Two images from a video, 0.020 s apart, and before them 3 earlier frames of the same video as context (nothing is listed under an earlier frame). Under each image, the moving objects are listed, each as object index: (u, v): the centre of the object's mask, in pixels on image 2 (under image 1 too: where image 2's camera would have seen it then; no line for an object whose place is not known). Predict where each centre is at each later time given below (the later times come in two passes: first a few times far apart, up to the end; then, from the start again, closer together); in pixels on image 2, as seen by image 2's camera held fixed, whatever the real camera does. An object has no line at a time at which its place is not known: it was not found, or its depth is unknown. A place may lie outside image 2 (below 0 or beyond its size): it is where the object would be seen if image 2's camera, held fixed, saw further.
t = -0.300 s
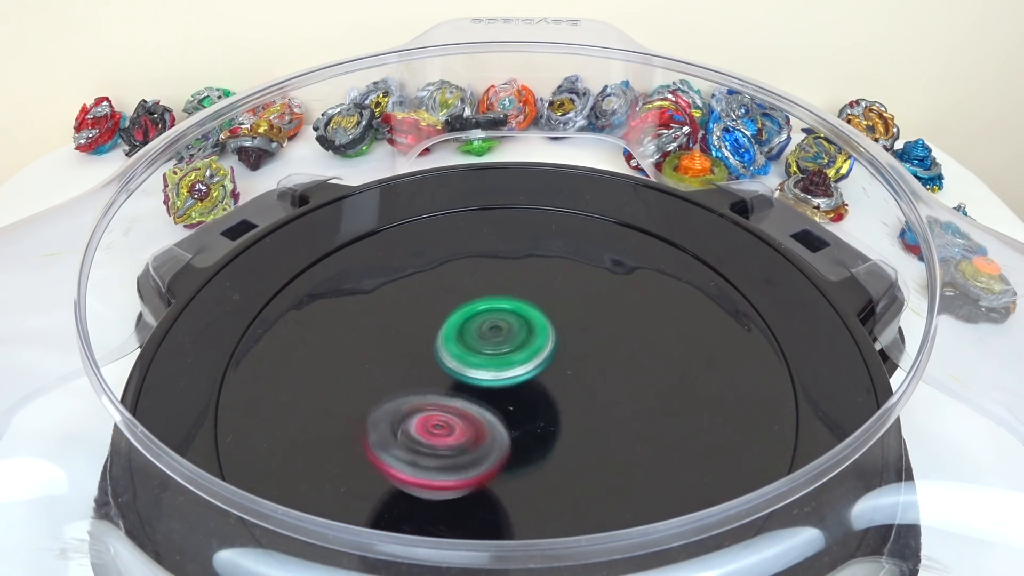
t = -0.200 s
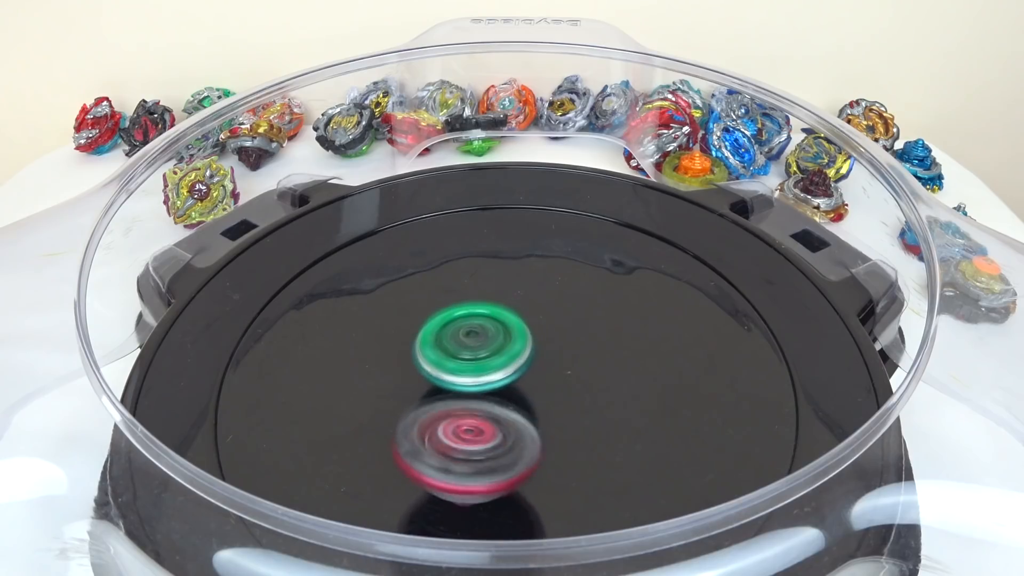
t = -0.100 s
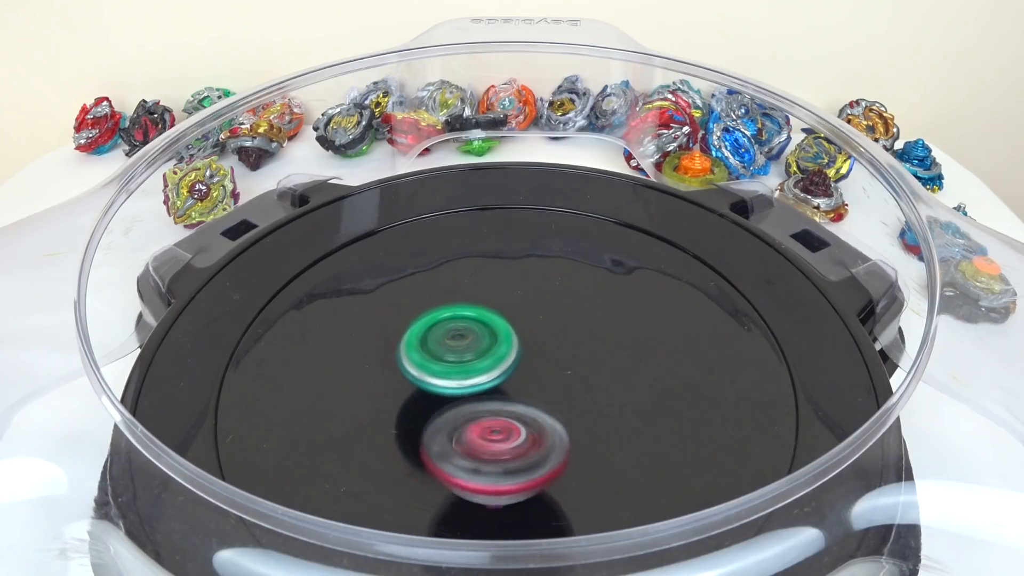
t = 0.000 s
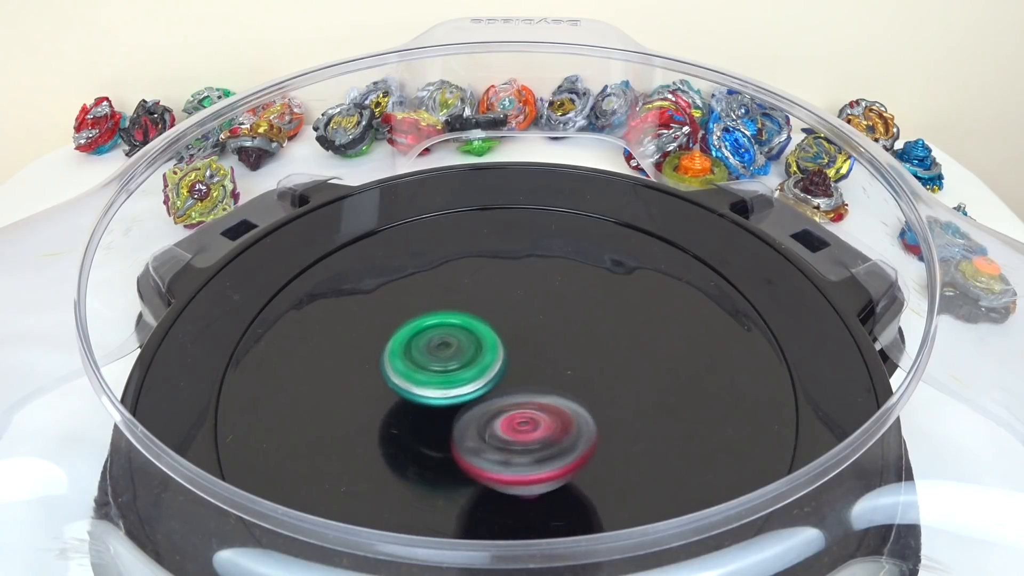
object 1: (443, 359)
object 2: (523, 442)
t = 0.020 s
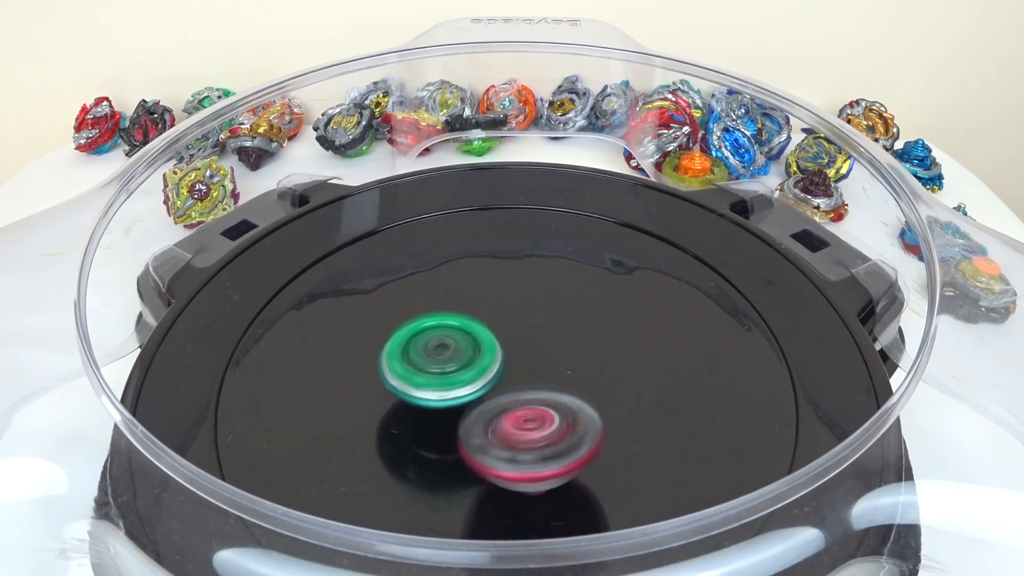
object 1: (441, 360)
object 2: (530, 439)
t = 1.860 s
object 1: (568, 373)
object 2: (422, 347)
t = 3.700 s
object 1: (491, 314)
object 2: (470, 418)
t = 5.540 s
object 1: (544, 337)
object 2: (428, 375)
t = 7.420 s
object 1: (449, 445)
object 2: (523, 250)
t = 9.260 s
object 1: (455, 375)
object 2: (587, 363)
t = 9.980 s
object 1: (432, 354)
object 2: (562, 325)
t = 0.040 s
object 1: (439, 362)
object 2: (535, 436)
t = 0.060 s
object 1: (438, 364)
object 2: (540, 433)
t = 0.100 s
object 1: (436, 368)
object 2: (550, 425)
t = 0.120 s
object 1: (435, 369)
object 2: (554, 422)
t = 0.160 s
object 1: (435, 373)
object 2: (562, 412)
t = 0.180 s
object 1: (435, 375)
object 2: (566, 408)
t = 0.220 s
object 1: (436, 379)
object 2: (572, 397)
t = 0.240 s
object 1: (437, 380)
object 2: (574, 392)
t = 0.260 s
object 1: (438, 382)
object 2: (577, 386)
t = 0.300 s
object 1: (442, 384)
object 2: (580, 377)
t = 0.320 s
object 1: (443, 385)
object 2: (582, 371)
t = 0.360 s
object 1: (447, 386)
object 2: (585, 362)
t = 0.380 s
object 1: (450, 386)
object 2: (586, 356)
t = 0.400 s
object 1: (453, 386)
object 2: (586, 352)
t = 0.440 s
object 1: (458, 386)
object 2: (586, 342)
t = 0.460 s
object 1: (460, 385)
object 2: (586, 337)
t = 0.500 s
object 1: (466, 385)
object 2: (584, 328)
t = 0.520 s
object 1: (469, 384)
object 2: (583, 324)
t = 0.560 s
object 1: (475, 381)
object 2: (579, 316)
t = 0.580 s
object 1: (478, 380)
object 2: (578, 311)
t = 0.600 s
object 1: (480, 378)
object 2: (576, 307)
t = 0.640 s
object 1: (485, 375)
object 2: (571, 300)
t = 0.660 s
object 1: (488, 373)
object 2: (569, 297)
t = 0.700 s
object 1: (492, 369)
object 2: (563, 290)
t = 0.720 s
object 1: (494, 367)
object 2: (559, 288)
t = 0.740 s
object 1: (496, 365)
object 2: (555, 285)
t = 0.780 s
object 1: (496, 363)
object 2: (549, 278)
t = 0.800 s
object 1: (494, 365)
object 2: (547, 273)
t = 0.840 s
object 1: (491, 368)
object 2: (542, 265)
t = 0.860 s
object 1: (491, 369)
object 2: (540, 262)
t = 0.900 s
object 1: (492, 371)
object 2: (534, 257)
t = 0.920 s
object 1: (493, 371)
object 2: (532, 254)
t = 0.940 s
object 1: (495, 371)
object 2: (529, 252)
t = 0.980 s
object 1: (498, 369)
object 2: (523, 249)
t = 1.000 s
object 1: (500, 367)
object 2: (521, 248)
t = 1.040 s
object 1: (503, 365)
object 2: (515, 248)
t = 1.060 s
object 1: (504, 363)
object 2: (512, 249)
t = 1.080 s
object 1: (505, 362)
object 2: (509, 250)
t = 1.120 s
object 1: (507, 359)
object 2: (504, 254)
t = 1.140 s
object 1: (508, 357)
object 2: (502, 256)
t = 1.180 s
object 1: (509, 353)
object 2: (496, 261)
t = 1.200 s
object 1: (509, 352)
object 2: (494, 264)
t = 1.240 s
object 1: (511, 358)
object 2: (487, 262)
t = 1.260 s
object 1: (513, 363)
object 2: (483, 262)
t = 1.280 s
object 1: (515, 367)
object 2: (479, 261)
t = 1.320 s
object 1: (520, 371)
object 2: (473, 266)
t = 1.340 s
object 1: (522, 372)
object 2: (471, 267)
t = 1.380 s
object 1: (527, 373)
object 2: (466, 274)
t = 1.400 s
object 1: (528, 372)
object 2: (466, 278)
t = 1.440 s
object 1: (532, 371)
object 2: (464, 285)
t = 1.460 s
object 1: (533, 370)
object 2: (464, 289)
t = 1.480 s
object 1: (534, 369)
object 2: (462, 292)
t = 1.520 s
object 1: (538, 369)
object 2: (459, 297)
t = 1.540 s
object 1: (540, 370)
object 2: (456, 298)
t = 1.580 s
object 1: (543, 370)
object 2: (450, 305)
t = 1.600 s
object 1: (545, 370)
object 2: (449, 309)
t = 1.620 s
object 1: (546, 369)
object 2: (446, 313)
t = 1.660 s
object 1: (553, 371)
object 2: (440, 317)
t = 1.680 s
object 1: (556, 372)
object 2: (436, 319)
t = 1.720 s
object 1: (559, 374)
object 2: (432, 326)
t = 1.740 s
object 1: (559, 373)
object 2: (430, 329)
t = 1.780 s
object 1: (558, 372)
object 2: (431, 337)
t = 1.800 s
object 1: (558, 372)
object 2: (431, 340)
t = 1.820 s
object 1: (557, 372)
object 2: (432, 345)
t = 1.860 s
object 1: (568, 373)
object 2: (422, 347)
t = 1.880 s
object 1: (573, 373)
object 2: (418, 349)
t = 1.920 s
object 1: (580, 371)
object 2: (416, 355)
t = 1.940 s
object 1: (582, 370)
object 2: (415, 357)
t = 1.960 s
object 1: (583, 370)
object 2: (417, 361)
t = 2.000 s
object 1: (585, 367)
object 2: (421, 366)
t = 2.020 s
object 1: (584, 366)
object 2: (424, 369)
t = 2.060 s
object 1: (582, 364)
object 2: (430, 373)
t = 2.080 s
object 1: (581, 364)
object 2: (433, 374)
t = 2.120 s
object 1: (578, 362)
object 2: (441, 378)
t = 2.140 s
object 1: (576, 361)
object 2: (444, 379)
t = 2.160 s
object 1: (580, 359)
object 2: (441, 380)
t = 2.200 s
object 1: (594, 356)
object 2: (428, 382)
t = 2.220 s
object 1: (599, 354)
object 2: (425, 383)
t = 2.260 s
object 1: (603, 350)
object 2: (425, 385)
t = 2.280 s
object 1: (604, 348)
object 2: (426, 385)
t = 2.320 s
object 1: (601, 344)
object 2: (431, 385)
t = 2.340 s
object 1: (599, 342)
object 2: (435, 385)
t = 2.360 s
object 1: (596, 340)
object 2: (439, 384)
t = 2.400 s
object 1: (589, 337)
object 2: (448, 382)
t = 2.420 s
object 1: (585, 335)
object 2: (451, 382)
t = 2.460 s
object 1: (576, 332)
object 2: (460, 379)
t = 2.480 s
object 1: (573, 331)
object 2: (462, 380)
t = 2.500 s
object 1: (572, 328)
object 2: (462, 379)
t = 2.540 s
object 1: (570, 322)
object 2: (462, 380)
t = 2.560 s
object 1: (573, 317)
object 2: (456, 384)
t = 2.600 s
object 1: (573, 309)
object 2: (450, 387)
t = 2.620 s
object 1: (572, 305)
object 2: (450, 387)
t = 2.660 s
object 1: (566, 299)
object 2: (451, 386)
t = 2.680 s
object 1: (563, 298)
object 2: (453, 385)
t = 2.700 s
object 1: (558, 297)
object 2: (454, 384)
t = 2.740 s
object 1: (551, 294)
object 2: (459, 380)
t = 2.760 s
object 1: (546, 294)
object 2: (462, 378)
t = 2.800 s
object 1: (538, 294)
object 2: (466, 373)
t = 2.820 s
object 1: (534, 293)
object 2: (468, 370)
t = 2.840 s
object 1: (530, 292)
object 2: (468, 371)
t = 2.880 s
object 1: (529, 284)
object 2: (460, 377)
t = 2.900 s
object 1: (527, 283)
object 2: (457, 379)
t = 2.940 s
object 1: (522, 281)
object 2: (455, 381)
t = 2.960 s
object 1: (519, 281)
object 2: (455, 381)
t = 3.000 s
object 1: (513, 282)
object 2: (454, 379)
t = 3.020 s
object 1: (511, 284)
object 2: (454, 378)
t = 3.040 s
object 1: (508, 286)
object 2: (455, 376)
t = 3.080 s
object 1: (503, 291)
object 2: (456, 372)
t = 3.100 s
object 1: (502, 291)
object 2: (457, 373)
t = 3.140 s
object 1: (500, 292)
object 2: (455, 374)
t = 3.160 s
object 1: (500, 292)
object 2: (454, 376)
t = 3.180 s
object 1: (499, 291)
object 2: (453, 379)
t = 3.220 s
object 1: (497, 291)
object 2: (451, 382)
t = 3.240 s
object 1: (496, 290)
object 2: (452, 383)
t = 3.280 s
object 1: (492, 293)
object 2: (453, 384)
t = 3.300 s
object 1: (491, 294)
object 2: (453, 384)
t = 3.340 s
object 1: (488, 297)
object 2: (455, 384)
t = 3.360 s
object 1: (488, 299)
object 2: (456, 385)
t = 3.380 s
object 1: (489, 300)
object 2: (456, 387)
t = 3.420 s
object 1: (487, 302)
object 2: (457, 391)
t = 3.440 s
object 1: (487, 304)
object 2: (458, 392)
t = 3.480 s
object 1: (487, 306)
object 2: (460, 394)
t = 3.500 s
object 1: (487, 308)
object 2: (462, 396)
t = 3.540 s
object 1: (487, 310)
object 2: (465, 400)
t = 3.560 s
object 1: (487, 311)
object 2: (465, 402)
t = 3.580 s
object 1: (487, 312)
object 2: (466, 404)
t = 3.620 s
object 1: (487, 315)
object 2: (469, 405)
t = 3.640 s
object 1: (488, 315)
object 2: (469, 410)
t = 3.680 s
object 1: (490, 314)
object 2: (470, 415)
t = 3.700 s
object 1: (491, 314)
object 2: (470, 418)
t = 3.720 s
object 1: (491, 315)
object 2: (472, 419)
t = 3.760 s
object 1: (491, 318)
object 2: (474, 420)
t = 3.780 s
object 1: (491, 320)
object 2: (474, 421)
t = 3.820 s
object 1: (492, 325)
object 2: (477, 421)
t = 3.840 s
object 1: (493, 327)
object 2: (478, 420)
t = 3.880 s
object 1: (496, 329)
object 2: (479, 425)
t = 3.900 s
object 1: (497, 328)
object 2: (480, 427)
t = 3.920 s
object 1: (498, 328)
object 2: (481, 429)
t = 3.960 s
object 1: (500, 330)
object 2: (483, 431)
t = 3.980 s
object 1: (501, 330)
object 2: (485, 430)
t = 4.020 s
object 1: (503, 333)
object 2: (488, 428)
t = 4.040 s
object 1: (504, 334)
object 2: (488, 427)
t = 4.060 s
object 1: (505, 334)
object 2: (490, 427)
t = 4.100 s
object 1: (508, 334)
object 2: (491, 427)
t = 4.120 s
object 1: (508, 334)
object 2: (492, 427)
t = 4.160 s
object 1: (510, 332)
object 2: (493, 428)
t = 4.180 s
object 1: (511, 331)
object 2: (494, 428)
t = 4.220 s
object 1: (512, 330)
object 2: (497, 427)
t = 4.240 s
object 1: (512, 330)
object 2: (499, 425)
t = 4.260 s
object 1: (513, 331)
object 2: (498, 423)
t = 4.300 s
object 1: (513, 328)
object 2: (499, 423)
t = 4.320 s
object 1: (514, 326)
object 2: (500, 424)
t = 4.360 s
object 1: (513, 324)
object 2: (500, 423)
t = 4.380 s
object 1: (512, 325)
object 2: (500, 422)
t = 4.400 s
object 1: (512, 324)
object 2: (501, 420)
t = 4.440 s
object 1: (510, 325)
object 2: (501, 416)
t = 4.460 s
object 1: (512, 323)
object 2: (498, 418)
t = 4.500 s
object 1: (515, 318)
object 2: (494, 418)
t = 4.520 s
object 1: (515, 316)
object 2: (492, 417)
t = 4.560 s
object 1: (515, 315)
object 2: (490, 413)
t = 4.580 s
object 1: (515, 315)
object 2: (490, 410)
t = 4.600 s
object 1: (514, 314)
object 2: (488, 408)
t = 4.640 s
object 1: (514, 314)
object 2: (486, 403)
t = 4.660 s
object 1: (515, 313)
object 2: (482, 404)
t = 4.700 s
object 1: (516, 310)
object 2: (476, 405)
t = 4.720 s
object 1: (515, 309)
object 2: (475, 405)
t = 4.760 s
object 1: (515, 308)
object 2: (472, 403)
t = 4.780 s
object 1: (514, 309)
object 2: (469, 401)
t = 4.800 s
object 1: (514, 309)
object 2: (469, 399)
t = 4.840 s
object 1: (513, 311)
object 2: (467, 394)
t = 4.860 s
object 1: (515, 310)
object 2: (463, 397)
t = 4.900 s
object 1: (515, 306)
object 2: (459, 399)
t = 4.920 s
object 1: (515, 305)
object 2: (457, 398)
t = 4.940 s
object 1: (514, 305)
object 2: (457, 398)
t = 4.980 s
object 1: (513, 305)
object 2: (456, 396)
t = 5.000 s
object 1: (512, 307)
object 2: (454, 394)
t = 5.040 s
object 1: (513, 309)
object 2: (453, 390)
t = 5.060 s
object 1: (513, 310)
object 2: (453, 388)
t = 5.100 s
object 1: (517, 309)
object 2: (447, 390)
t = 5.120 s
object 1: (518, 309)
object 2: (445, 390)
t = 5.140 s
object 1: (520, 309)
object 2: (444, 390)
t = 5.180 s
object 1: (520, 310)
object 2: (442, 388)
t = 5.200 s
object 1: (521, 311)
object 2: (442, 387)
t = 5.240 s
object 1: (521, 314)
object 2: (441, 385)
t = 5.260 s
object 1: (522, 315)
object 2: (439, 385)
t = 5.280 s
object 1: (525, 317)
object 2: (436, 385)
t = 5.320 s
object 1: (528, 319)
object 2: (433, 384)
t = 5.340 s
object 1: (530, 320)
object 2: (433, 383)
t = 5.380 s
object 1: (532, 323)
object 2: (432, 382)
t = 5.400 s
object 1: (534, 325)
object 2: (431, 381)
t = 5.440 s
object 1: (537, 329)
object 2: (429, 379)
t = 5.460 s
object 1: (540, 330)
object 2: (427, 379)
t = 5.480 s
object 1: (541, 332)
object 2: (427, 378)
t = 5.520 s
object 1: (543, 335)
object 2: (428, 376)
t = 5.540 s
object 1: (544, 337)
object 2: (428, 375)
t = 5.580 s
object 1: (555, 338)
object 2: (420, 375)
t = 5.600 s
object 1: (560, 338)
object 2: (417, 374)
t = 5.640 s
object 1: (567, 339)
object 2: (414, 373)
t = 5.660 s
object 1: (569, 339)
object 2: (414, 372)
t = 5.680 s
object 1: (570, 340)
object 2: (413, 371)
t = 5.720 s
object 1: (571, 343)
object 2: (415, 369)
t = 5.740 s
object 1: (572, 345)
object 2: (417, 368)
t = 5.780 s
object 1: (573, 348)
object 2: (420, 365)
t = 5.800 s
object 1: (573, 350)
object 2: (421, 364)
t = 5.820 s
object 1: (571, 352)
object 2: (424, 363)
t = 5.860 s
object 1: (570, 355)
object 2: (429, 361)
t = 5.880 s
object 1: (570, 358)
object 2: (431, 359)
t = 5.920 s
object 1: (567, 361)
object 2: (438, 357)
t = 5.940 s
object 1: (568, 363)
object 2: (439, 355)
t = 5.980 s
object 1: (568, 366)
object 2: (440, 353)
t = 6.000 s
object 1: (570, 366)
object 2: (439, 351)
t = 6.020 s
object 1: (571, 367)
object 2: (437, 351)
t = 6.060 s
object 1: (569, 368)
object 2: (436, 349)
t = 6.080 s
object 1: (568, 369)
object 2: (438, 348)
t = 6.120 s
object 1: (565, 371)
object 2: (441, 346)
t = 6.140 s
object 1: (567, 372)
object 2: (439, 345)
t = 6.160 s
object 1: (567, 373)
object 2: (439, 344)
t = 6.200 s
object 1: (564, 374)
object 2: (441, 342)
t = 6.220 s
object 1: (562, 375)
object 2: (442, 341)
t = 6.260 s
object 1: (560, 376)
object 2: (442, 338)
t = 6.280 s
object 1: (563, 380)
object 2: (438, 335)
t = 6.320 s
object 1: (569, 385)
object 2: (433, 329)
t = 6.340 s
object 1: (571, 385)
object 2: (432, 326)
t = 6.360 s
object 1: (571, 387)
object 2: (431, 325)
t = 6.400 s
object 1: (570, 389)
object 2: (431, 321)
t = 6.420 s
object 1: (570, 390)
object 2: (431, 319)
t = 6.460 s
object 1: (566, 392)
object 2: (431, 316)
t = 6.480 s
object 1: (563, 392)
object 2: (432, 315)
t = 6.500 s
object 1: (561, 394)
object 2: (433, 314)
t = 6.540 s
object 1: (556, 395)
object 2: (434, 312)
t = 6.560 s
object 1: (554, 396)
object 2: (435, 312)
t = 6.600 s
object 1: (547, 397)
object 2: (438, 311)
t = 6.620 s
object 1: (542, 396)
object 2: (439, 311)
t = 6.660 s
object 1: (536, 396)
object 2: (443, 311)
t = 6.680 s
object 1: (532, 396)
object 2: (445, 311)
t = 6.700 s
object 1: (529, 395)
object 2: (447, 312)
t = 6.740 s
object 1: (521, 394)
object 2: (451, 313)
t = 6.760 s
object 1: (516, 393)
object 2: (454, 314)
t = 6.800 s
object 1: (515, 406)
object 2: (451, 304)
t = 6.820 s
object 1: (517, 412)
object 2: (449, 300)
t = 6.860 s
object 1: (519, 420)
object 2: (450, 295)
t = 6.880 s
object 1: (519, 421)
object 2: (452, 294)
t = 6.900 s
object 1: (519, 422)
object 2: (454, 292)
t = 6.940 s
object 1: (518, 422)
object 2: (459, 291)
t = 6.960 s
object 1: (517, 420)
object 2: (460, 290)
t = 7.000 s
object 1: (513, 418)
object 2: (464, 289)
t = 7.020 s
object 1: (510, 416)
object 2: (467, 289)
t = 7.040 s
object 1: (508, 413)
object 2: (469, 289)
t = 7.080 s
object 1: (502, 408)
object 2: (473, 290)
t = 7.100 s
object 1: (498, 405)
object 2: (476, 290)
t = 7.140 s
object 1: (491, 399)
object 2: (481, 292)
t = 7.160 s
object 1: (489, 396)
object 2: (483, 293)
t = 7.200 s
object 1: (483, 390)
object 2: (489, 295)
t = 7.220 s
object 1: (480, 386)
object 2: (491, 296)
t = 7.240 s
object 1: (476, 388)
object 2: (494, 295)
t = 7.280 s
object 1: (464, 411)
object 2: (501, 273)
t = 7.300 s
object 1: (460, 420)
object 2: (505, 265)
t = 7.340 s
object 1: (453, 435)
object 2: (510, 256)
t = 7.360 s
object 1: (451, 439)
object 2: (512, 253)
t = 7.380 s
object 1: (450, 442)
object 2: (516, 252)
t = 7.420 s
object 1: (449, 445)
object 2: (523, 250)
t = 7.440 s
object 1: (447, 446)
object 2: (525, 249)
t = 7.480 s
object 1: (445, 445)
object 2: (531, 249)
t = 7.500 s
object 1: (444, 445)
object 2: (533, 250)
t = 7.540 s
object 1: (442, 442)
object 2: (537, 251)
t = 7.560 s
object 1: (439, 440)
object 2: (539, 254)
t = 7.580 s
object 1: (439, 439)
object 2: (541, 255)
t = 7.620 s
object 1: (436, 435)
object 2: (543, 259)
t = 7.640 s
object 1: (435, 432)
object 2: (543, 262)
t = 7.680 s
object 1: (434, 427)
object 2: (544, 267)
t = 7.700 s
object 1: (434, 424)
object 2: (545, 270)
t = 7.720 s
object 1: (434, 421)
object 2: (544, 273)
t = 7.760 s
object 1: (436, 414)
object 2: (543, 280)
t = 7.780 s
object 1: (438, 411)
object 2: (543, 284)
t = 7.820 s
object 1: (441, 404)
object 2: (541, 292)
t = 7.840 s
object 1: (443, 399)
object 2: (539, 296)
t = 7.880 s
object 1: (448, 391)
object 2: (537, 304)
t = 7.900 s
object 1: (452, 387)
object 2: (536, 309)
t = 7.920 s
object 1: (455, 382)
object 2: (535, 313)
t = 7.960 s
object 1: (426, 396)
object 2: (558, 298)
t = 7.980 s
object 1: (410, 401)
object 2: (573, 289)
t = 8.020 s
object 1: (384, 413)
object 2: (594, 274)
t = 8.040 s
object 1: (374, 416)
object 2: (602, 271)
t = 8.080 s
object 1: (364, 421)
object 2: (611, 267)
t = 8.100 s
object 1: (364, 422)
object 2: (615, 267)
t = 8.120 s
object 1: (364, 423)
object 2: (620, 267)
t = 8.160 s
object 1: (369, 422)
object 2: (626, 268)
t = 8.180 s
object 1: (374, 420)
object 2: (628, 270)
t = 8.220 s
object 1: (382, 417)
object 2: (632, 273)
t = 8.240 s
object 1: (386, 415)
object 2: (633, 274)
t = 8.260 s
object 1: (389, 412)
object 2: (633, 277)
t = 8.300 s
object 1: (397, 407)
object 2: (633, 281)
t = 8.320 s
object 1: (403, 404)
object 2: (632, 283)
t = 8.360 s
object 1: (413, 397)
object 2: (629, 288)
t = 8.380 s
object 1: (418, 394)
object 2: (628, 291)
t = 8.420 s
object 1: (429, 387)
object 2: (622, 297)
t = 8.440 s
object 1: (434, 383)
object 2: (619, 300)
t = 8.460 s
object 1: (440, 380)
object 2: (615, 304)
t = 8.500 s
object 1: (451, 373)
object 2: (607, 311)
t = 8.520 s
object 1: (456, 371)
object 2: (603, 314)
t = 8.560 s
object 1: (468, 365)
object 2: (594, 321)
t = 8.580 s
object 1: (472, 361)
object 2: (589, 325)
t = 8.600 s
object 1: (472, 361)
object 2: (589, 325)
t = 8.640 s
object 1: (466, 360)
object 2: (594, 327)
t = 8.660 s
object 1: (467, 360)
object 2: (593, 328)
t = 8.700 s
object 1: (467, 361)
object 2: (592, 332)
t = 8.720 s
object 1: (461, 362)
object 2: (597, 331)
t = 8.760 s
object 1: (453, 363)
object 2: (604, 332)
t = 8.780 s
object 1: (451, 363)
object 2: (605, 332)
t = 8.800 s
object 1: (451, 365)
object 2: (605, 333)
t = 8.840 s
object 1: (453, 367)
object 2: (604, 337)
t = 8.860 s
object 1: (455, 368)
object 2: (602, 339)
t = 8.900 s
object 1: (460, 369)
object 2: (599, 343)
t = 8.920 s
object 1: (463, 369)
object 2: (597, 345)
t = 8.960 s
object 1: (465, 370)
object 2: (593, 349)
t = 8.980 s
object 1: (461, 371)
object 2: (598, 350)
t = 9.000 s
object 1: (456, 372)
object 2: (601, 350)
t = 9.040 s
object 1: (452, 373)
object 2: (605, 352)
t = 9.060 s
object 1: (451, 373)
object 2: (605, 353)
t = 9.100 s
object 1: (450, 375)
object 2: (603, 355)
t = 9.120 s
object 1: (452, 376)
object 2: (602, 356)
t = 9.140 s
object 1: (452, 376)
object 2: (599, 357)
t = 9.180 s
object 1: (454, 376)
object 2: (594, 359)
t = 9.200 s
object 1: (455, 376)
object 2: (591, 361)
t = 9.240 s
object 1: (456, 376)
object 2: (588, 363)
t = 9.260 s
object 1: (455, 375)
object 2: (587, 363)
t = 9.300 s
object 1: (452, 374)
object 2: (585, 363)
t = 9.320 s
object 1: (448, 374)
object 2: (586, 362)
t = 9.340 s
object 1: (445, 375)
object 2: (586, 361)
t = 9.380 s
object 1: (444, 374)
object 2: (583, 360)
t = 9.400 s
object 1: (443, 374)
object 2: (582, 360)
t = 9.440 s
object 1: (443, 373)
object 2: (576, 360)
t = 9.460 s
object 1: (444, 373)
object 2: (575, 358)
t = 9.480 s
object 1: (444, 372)
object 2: (573, 358)
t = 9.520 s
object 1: (441, 370)
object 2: (571, 356)
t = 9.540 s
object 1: (439, 369)
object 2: (571, 354)
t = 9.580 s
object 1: (438, 367)
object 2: (570, 352)
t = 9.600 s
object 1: (438, 366)
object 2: (568, 350)
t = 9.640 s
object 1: (437, 364)
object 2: (565, 348)
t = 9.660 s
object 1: (435, 363)
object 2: (566, 346)
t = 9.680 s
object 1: (434, 363)
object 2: (565, 345)
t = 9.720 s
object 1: (433, 360)
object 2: (564, 342)
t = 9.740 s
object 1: (432, 359)
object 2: (562, 341)
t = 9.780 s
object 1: (435, 358)
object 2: (559, 339)
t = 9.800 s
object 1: (434, 356)
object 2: (561, 337)
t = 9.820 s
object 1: (428, 357)
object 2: (564, 334)
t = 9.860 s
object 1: (422, 356)
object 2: (566, 331)
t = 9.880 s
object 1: (423, 356)
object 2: (567, 330)
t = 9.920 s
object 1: (425, 355)
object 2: (566, 327)
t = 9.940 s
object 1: (426, 354)
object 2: (565, 326)
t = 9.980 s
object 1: (432, 354)
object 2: (562, 325)
